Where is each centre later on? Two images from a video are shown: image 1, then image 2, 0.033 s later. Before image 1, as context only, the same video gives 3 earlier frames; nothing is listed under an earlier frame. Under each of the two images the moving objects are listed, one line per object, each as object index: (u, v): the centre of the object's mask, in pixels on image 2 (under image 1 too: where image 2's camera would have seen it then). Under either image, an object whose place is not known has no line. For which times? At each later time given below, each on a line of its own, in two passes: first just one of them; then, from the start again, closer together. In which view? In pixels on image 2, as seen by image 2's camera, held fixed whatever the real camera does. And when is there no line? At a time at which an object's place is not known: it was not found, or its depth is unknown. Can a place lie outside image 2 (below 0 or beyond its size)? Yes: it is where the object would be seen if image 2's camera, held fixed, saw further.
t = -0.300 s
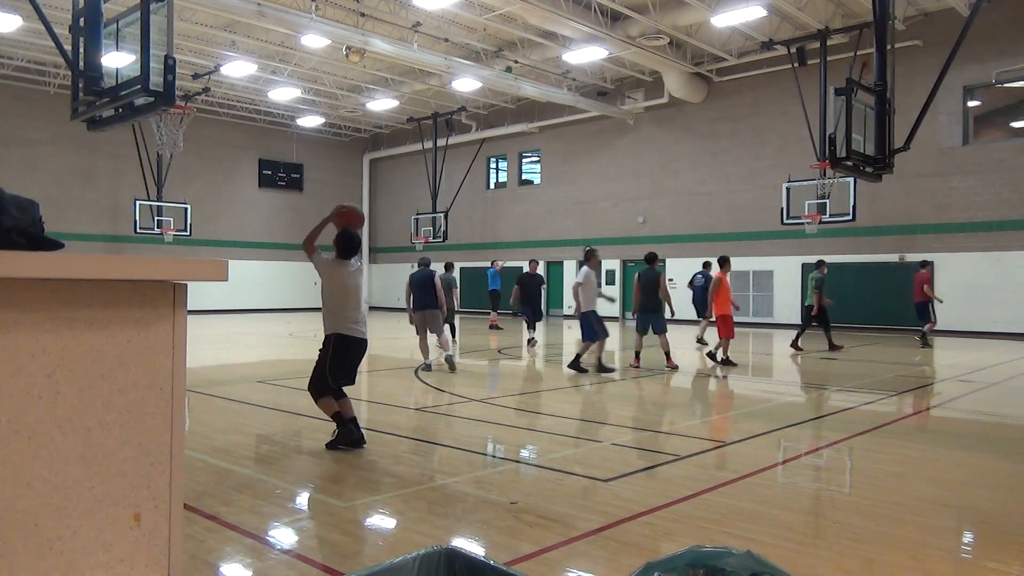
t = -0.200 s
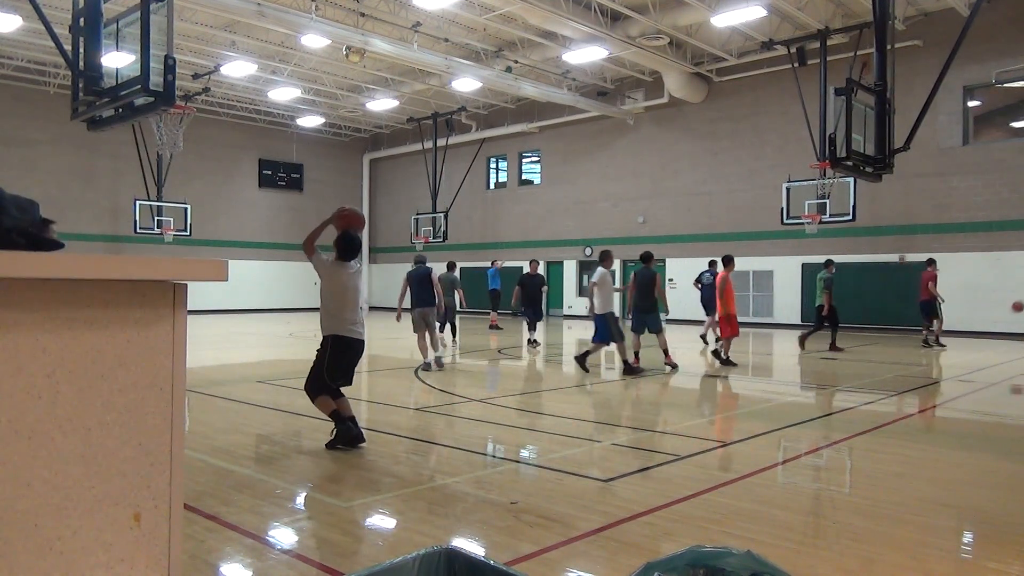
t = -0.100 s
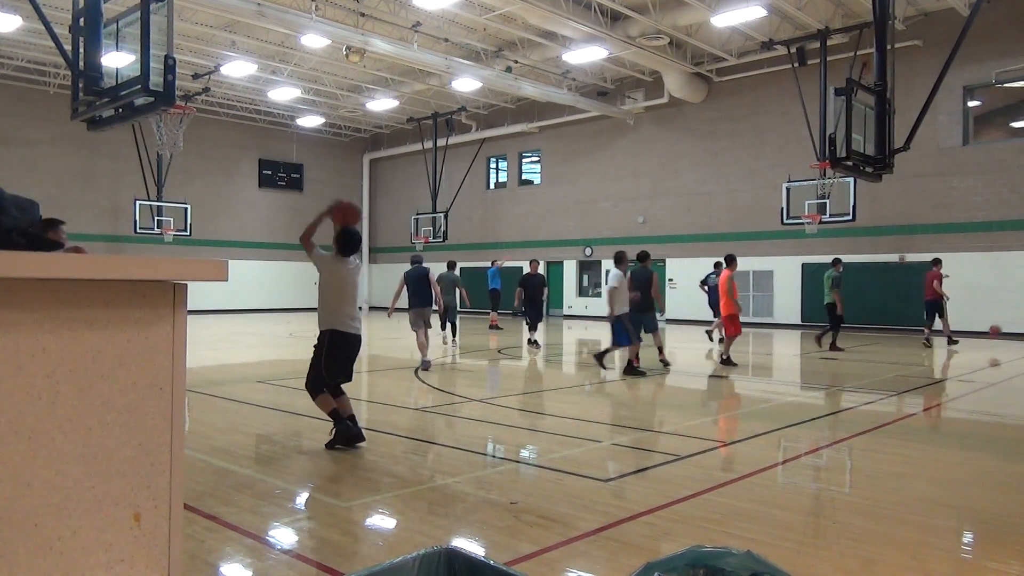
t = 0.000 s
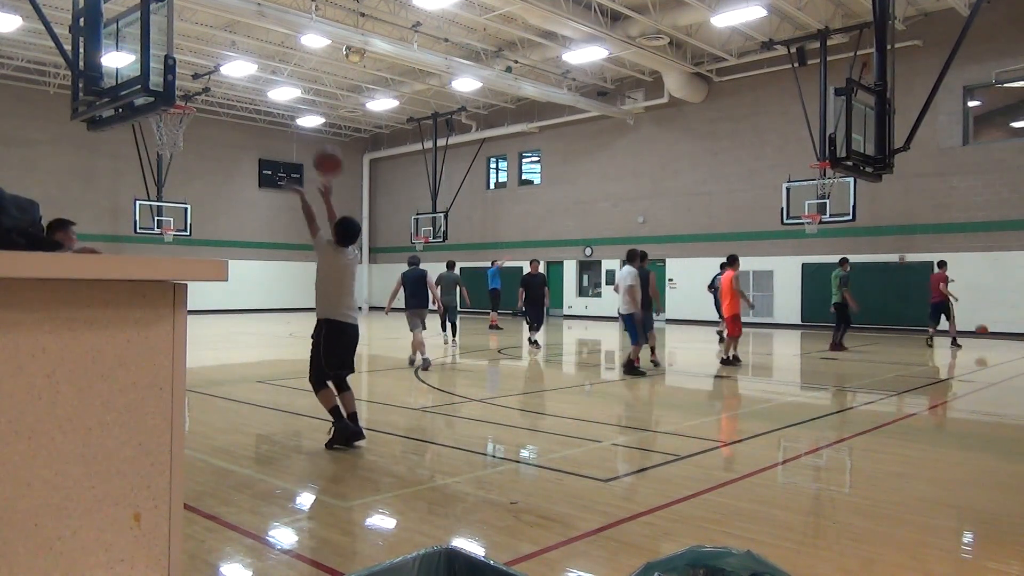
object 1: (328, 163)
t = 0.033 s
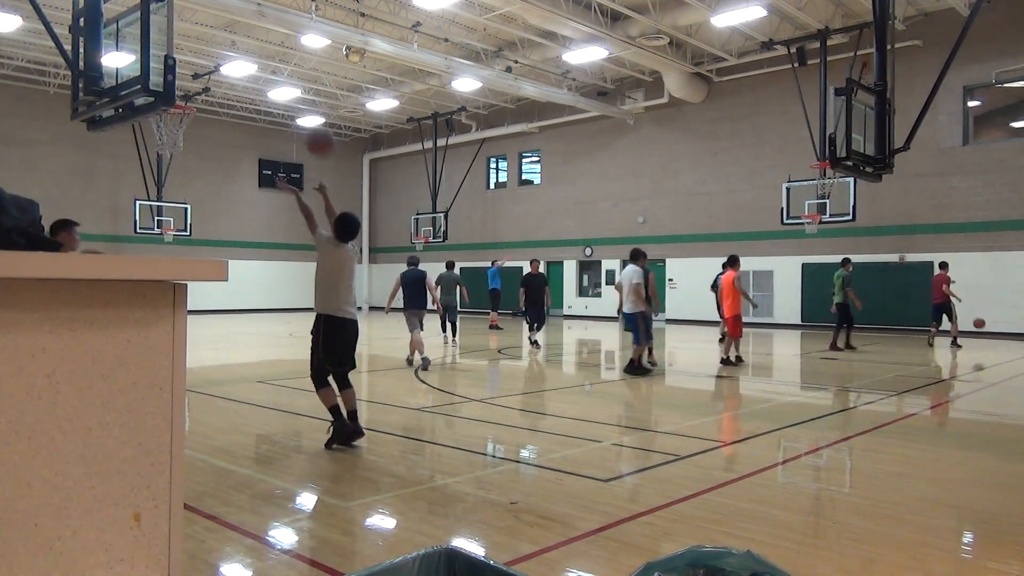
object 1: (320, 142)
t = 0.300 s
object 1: (265, 41)
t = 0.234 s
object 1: (277, 57)
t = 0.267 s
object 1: (270, 48)
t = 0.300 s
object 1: (265, 41)
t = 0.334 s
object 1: (258, 35)
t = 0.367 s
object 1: (252, 31)
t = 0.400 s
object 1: (246, 27)
